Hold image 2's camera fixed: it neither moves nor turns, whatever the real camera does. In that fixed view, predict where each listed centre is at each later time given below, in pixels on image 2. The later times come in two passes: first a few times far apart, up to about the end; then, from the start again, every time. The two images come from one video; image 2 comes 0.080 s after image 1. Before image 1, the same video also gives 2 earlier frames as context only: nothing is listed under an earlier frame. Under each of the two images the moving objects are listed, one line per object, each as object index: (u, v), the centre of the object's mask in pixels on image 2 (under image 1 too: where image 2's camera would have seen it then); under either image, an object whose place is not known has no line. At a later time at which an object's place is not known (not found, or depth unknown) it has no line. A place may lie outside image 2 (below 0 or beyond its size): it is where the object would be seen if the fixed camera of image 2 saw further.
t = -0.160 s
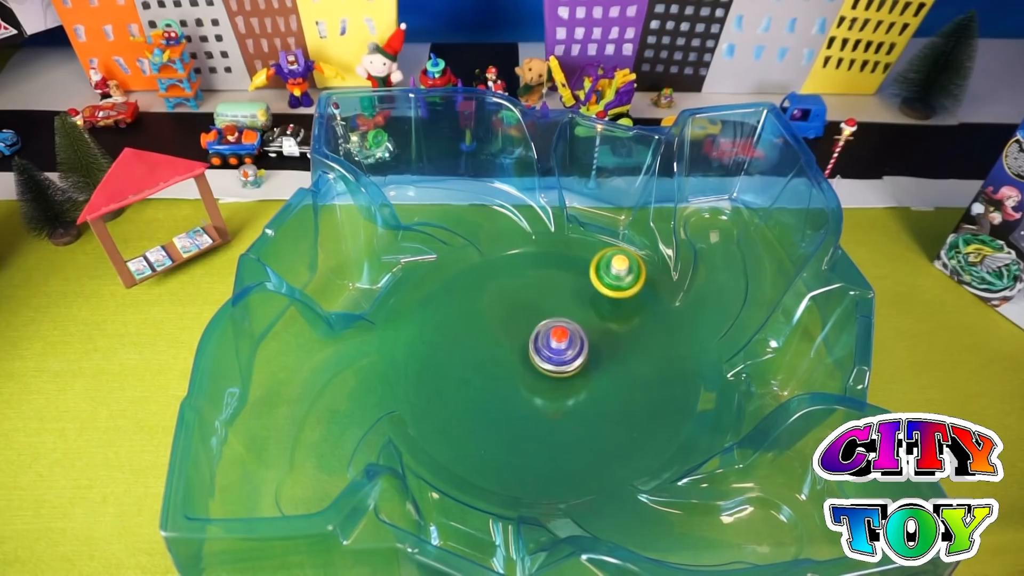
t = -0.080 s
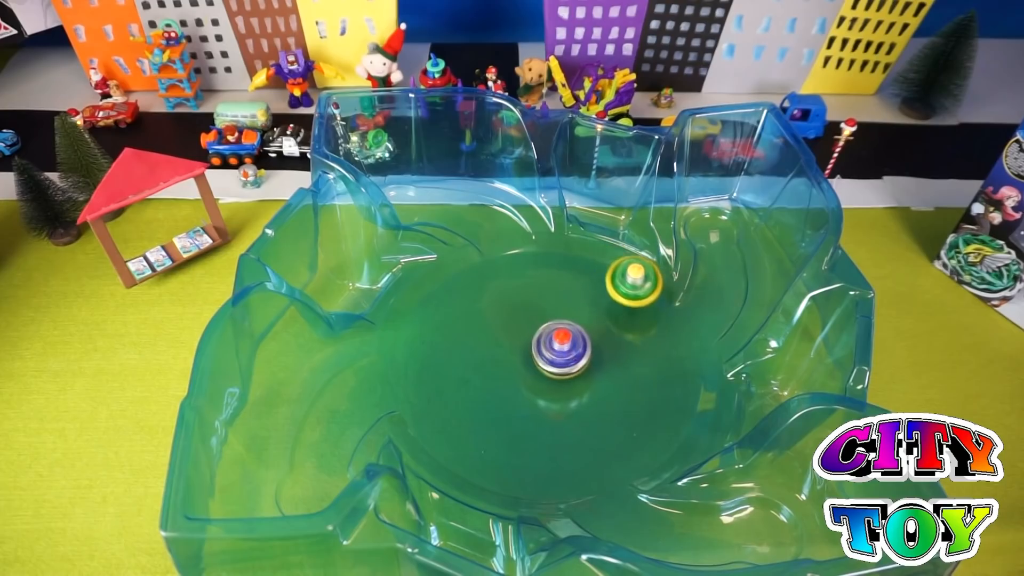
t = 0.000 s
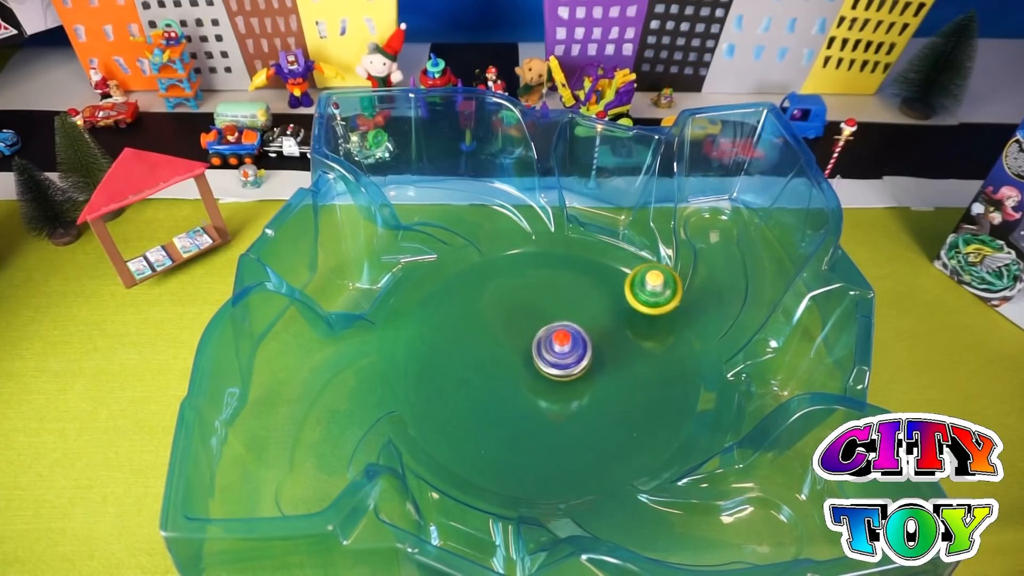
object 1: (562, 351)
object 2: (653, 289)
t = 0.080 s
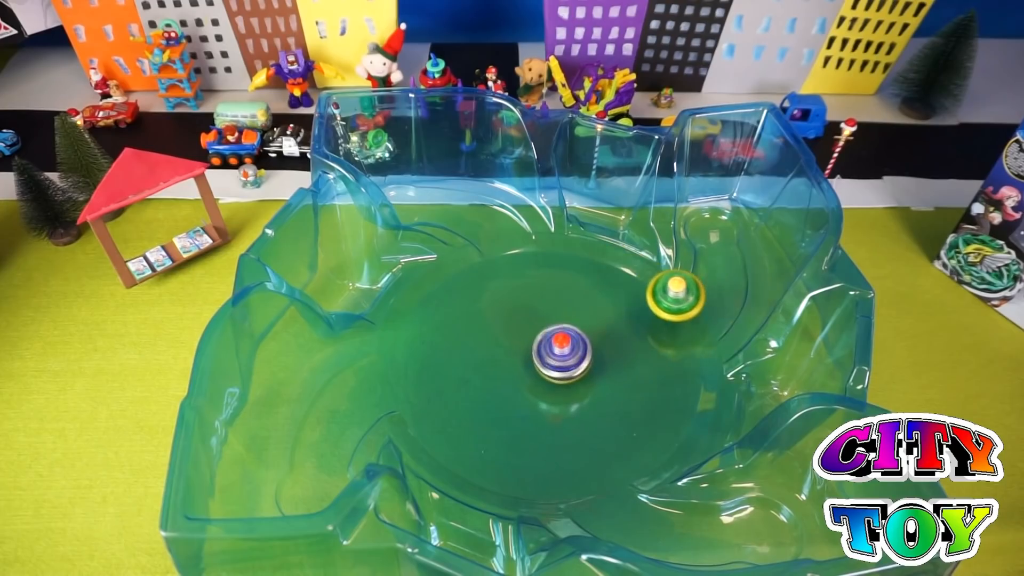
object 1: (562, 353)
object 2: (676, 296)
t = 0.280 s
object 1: (563, 361)
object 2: (703, 310)
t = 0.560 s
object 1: (559, 367)
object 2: (692, 325)
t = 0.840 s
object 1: (550, 370)
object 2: (617, 378)
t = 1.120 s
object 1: (541, 369)
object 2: (556, 448)
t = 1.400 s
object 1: (534, 366)
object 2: (552, 460)
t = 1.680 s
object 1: (528, 356)
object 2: (527, 402)
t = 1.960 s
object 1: (567, 255)
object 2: (429, 445)
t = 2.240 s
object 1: (535, 252)
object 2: (438, 411)
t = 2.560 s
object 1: (535, 288)
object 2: (505, 333)
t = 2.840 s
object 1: (621, 258)
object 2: (445, 415)
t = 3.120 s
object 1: (614, 319)
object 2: (525, 386)
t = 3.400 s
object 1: (751, 191)
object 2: (293, 386)
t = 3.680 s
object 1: (693, 377)
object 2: (332, 450)
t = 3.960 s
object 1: (469, 479)
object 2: (428, 386)
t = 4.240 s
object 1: (600, 412)
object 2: (554, 337)
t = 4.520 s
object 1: (653, 404)
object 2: (606, 260)
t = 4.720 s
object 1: (641, 398)
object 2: (609, 264)
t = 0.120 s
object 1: (563, 355)
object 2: (684, 299)
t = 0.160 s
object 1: (564, 357)
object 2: (690, 302)
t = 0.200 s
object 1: (564, 359)
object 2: (696, 304)
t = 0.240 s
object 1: (564, 360)
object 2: (700, 307)
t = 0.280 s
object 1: (563, 361)
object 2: (703, 310)
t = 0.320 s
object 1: (562, 362)
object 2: (704, 312)
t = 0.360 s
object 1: (562, 363)
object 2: (705, 314)
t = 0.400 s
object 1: (562, 364)
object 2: (705, 316)
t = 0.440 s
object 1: (561, 365)
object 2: (703, 317)
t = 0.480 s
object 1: (560, 366)
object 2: (701, 320)
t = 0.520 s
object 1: (560, 366)
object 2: (698, 322)
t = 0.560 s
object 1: (559, 367)
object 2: (692, 325)
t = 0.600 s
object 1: (558, 367)
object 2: (681, 329)
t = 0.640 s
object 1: (557, 368)
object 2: (670, 333)
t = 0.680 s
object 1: (556, 368)
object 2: (660, 339)
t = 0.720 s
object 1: (555, 369)
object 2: (649, 347)
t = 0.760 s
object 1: (554, 369)
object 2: (639, 356)
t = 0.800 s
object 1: (552, 370)
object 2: (628, 367)
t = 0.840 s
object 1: (550, 370)
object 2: (617, 378)
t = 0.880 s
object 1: (548, 370)
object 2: (606, 389)
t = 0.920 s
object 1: (547, 370)
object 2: (595, 400)
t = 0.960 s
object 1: (546, 370)
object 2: (585, 410)
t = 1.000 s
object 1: (545, 370)
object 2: (576, 420)
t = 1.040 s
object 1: (543, 370)
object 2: (568, 429)
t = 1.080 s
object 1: (542, 369)
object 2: (562, 438)
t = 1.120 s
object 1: (541, 369)
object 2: (556, 448)
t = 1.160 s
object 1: (540, 369)
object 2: (551, 459)
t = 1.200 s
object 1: (539, 368)
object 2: (546, 470)
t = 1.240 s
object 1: (538, 368)
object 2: (543, 478)
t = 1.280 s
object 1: (537, 368)
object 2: (542, 479)
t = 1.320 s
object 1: (536, 367)
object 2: (544, 477)
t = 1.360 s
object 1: (535, 366)
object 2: (548, 470)
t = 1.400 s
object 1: (534, 366)
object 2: (552, 460)
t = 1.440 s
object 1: (534, 365)
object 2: (553, 450)
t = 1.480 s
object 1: (533, 364)
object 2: (553, 441)
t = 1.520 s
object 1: (531, 363)
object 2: (551, 432)
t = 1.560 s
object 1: (530, 362)
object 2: (547, 424)
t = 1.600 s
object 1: (529, 361)
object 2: (541, 416)
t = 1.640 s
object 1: (528, 359)
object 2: (534, 409)
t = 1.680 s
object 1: (528, 356)
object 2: (527, 402)
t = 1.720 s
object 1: (536, 344)
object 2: (509, 410)
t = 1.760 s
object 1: (547, 321)
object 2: (485, 427)
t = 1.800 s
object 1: (556, 302)
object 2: (461, 439)
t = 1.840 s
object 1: (563, 287)
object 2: (443, 443)
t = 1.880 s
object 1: (567, 274)
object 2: (434, 445)
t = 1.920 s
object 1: (568, 264)
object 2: (426, 447)
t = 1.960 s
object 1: (567, 255)
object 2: (429, 445)
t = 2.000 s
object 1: (564, 247)
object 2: (428, 442)
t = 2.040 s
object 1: (560, 240)
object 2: (424, 439)
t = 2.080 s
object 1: (555, 237)
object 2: (420, 434)
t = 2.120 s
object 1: (548, 241)
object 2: (417, 428)
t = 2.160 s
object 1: (542, 245)
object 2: (418, 424)
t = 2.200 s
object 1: (538, 248)
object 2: (426, 419)
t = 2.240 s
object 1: (535, 252)
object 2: (438, 411)
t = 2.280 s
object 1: (533, 256)
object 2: (448, 403)
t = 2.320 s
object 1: (531, 260)
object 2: (457, 394)
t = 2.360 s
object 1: (530, 265)
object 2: (466, 384)
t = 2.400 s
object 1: (530, 269)
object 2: (473, 373)
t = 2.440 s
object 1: (531, 274)
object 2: (481, 363)
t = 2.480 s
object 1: (531, 278)
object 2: (489, 353)
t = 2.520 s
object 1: (533, 283)
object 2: (497, 343)
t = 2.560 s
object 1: (535, 288)
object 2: (505, 333)
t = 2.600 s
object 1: (545, 283)
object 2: (503, 334)
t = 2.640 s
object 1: (569, 268)
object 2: (487, 343)
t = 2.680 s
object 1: (589, 257)
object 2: (471, 366)
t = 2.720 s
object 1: (605, 250)
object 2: (459, 382)
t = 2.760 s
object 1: (615, 246)
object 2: (450, 398)
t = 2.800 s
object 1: (620, 249)
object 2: (446, 407)
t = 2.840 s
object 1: (621, 258)
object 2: (445, 415)
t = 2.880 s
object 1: (619, 267)
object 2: (447, 421)
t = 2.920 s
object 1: (618, 276)
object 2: (453, 421)
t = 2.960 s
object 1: (617, 285)
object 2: (463, 417)
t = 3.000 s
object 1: (617, 294)
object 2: (476, 411)
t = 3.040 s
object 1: (616, 302)
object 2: (491, 402)
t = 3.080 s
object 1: (615, 311)
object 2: (508, 394)
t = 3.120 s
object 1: (614, 319)
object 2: (525, 386)
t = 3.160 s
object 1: (613, 328)
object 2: (541, 378)
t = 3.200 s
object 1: (611, 336)
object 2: (558, 369)
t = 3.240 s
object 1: (659, 325)
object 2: (509, 371)
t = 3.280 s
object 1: (727, 303)
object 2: (438, 372)
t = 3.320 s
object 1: (759, 261)
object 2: (372, 371)
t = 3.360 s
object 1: (764, 221)
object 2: (323, 370)
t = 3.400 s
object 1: (751, 191)
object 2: (293, 386)
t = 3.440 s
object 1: (727, 176)
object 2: (288, 416)
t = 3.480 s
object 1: (713, 198)
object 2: (294, 461)
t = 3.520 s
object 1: (717, 239)
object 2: (304, 486)
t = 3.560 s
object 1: (739, 264)
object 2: (321, 481)
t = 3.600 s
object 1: (732, 293)
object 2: (327, 471)
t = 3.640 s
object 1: (720, 335)
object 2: (329, 463)
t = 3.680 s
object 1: (693, 377)
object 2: (332, 450)
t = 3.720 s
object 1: (655, 415)
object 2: (339, 437)
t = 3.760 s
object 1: (614, 440)
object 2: (347, 423)
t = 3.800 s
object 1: (569, 476)
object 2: (358, 413)
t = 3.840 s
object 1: (526, 484)
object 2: (372, 403)
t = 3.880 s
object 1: (485, 484)
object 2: (390, 396)
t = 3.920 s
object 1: (458, 486)
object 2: (409, 392)
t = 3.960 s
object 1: (469, 479)
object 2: (428, 386)
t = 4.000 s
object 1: (481, 477)
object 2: (446, 382)
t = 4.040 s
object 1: (498, 464)
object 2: (464, 378)
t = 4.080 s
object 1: (516, 454)
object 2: (483, 375)
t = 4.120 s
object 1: (534, 438)
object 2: (502, 372)
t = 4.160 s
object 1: (553, 423)
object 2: (522, 370)
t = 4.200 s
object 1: (574, 413)
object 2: (541, 361)
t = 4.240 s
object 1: (600, 412)
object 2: (554, 337)
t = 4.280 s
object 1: (621, 410)
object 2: (565, 316)
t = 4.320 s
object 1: (636, 407)
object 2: (575, 300)
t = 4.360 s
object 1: (646, 405)
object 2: (583, 287)
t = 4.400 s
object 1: (651, 403)
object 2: (589, 278)
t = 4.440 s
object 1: (653, 403)
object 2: (595, 271)
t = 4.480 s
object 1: (653, 403)
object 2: (600, 265)
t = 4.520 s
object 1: (653, 404)
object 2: (606, 260)
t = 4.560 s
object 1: (652, 402)
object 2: (611, 256)
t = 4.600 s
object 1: (651, 403)
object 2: (615, 253)
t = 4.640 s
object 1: (648, 401)
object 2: (614, 255)
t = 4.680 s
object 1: (645, 401)
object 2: (611, 259)
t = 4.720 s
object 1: (641, 398)
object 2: (609, 264)
